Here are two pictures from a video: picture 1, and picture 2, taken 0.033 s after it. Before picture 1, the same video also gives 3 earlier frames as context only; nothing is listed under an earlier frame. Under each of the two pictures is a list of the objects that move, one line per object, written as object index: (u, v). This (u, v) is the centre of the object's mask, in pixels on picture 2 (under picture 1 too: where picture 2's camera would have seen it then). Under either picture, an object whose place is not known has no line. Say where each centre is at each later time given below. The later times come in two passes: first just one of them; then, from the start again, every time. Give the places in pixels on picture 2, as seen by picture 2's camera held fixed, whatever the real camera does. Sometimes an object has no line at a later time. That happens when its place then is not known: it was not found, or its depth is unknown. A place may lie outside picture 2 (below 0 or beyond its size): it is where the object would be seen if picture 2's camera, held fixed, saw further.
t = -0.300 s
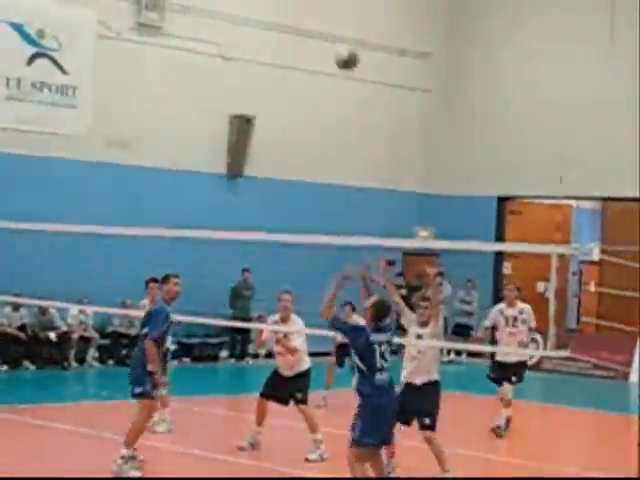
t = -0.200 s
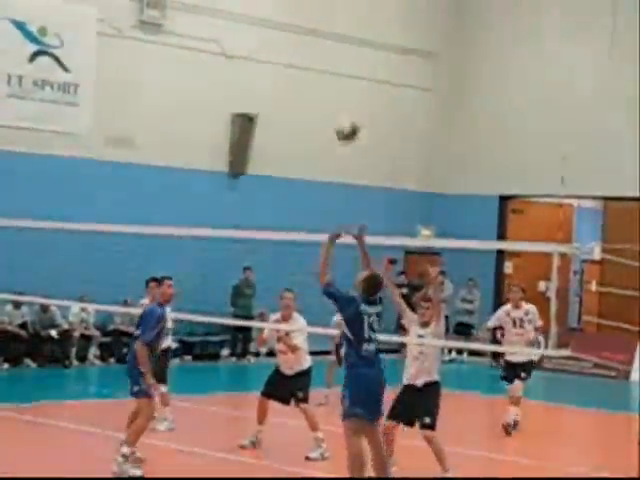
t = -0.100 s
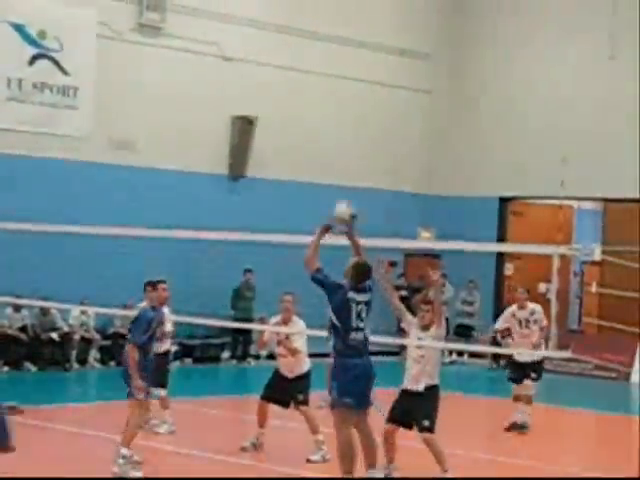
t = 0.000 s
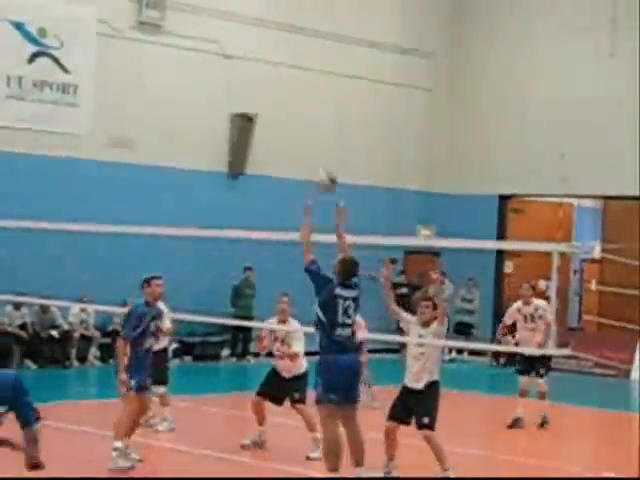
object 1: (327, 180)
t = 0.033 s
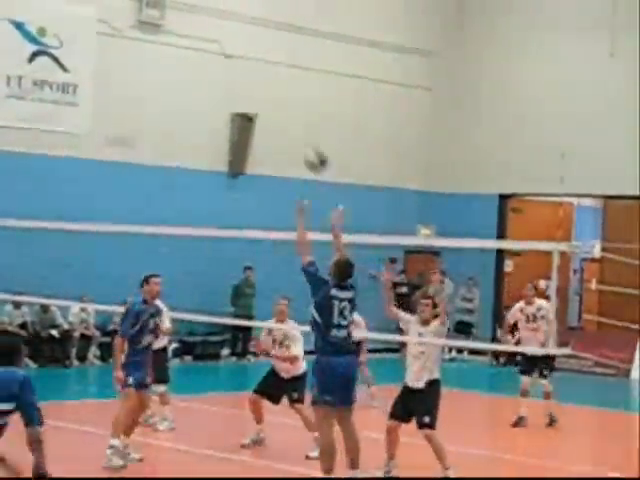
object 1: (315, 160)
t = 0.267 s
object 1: (252, 62)
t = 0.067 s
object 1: (306, 141)
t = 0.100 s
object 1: (297, 124)
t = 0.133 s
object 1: (288, 108)
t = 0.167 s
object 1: (279, 94)
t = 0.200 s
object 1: (270, 82)
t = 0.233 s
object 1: (261, 71)
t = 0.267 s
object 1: (252, 62)
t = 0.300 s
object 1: (244, 54)
